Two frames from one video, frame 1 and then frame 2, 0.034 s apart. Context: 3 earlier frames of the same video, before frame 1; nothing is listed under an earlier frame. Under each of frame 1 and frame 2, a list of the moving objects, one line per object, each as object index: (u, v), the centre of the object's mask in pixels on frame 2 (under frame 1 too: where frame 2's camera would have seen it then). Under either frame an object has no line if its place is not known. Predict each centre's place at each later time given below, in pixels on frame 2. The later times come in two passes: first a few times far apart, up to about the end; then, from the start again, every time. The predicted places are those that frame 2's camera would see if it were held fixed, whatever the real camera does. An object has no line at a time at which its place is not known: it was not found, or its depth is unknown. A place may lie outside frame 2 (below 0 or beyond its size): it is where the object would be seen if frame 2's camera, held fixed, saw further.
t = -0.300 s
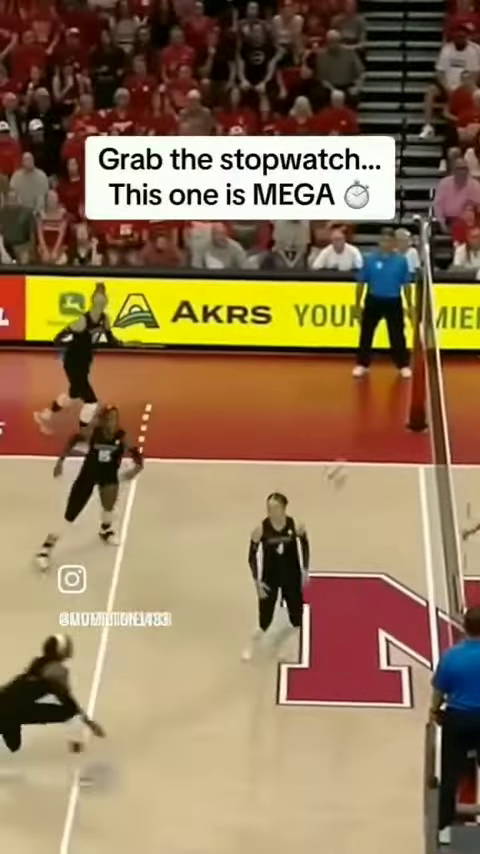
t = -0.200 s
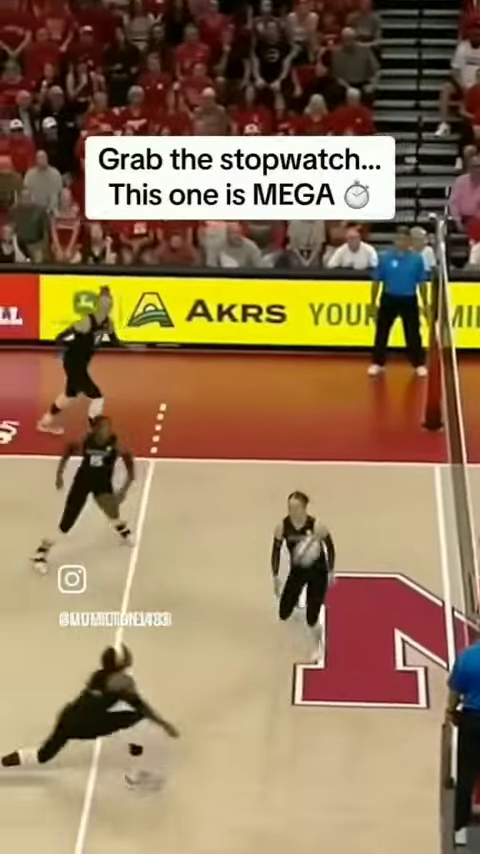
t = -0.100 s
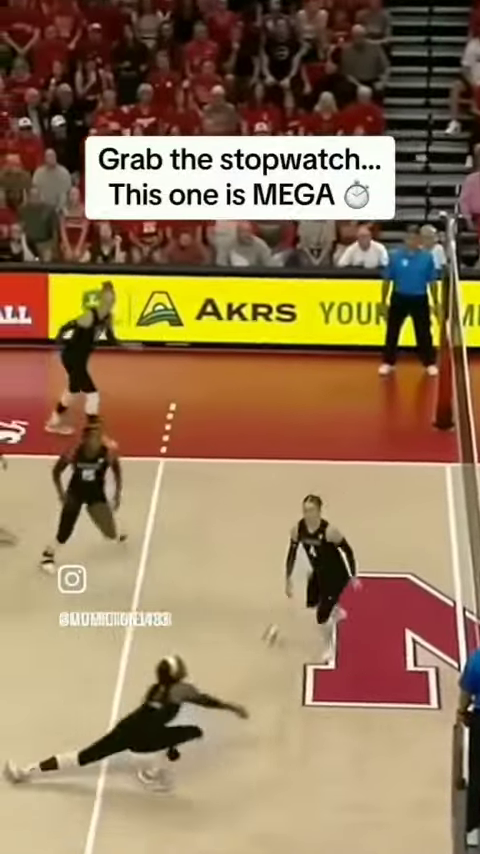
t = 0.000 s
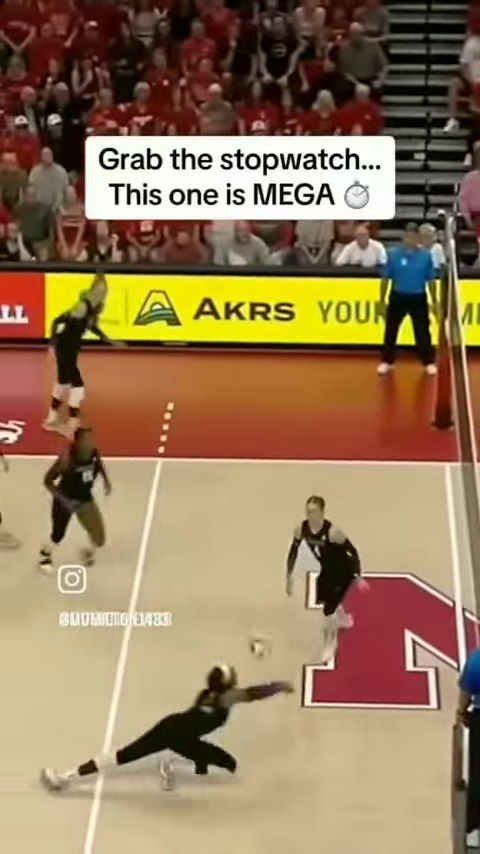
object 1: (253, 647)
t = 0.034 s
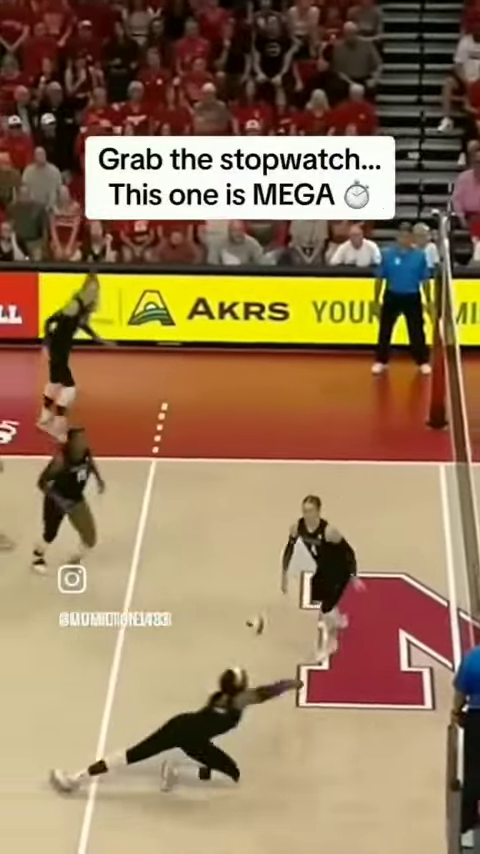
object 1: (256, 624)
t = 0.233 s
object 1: (280, 500)
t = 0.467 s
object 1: (307, 419)
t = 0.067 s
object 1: (261, 599)
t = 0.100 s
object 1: (267, 577)
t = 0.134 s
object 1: (268, 558)
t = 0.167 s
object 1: (273, 536)
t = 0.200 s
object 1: (279, 518)
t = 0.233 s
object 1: (280, 500)
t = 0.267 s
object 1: (285, 486)
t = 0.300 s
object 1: (289, 471)
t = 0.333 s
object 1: (293, 458)
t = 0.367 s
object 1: (296, 447)
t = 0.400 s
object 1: (300, 436)
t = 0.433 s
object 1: (304, 427)
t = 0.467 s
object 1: (307, 419)
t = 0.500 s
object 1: (310, 413)
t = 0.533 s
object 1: (314, 407)
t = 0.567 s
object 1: (317, 404)
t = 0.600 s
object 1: (319, 402)
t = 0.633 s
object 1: (324, 401)
